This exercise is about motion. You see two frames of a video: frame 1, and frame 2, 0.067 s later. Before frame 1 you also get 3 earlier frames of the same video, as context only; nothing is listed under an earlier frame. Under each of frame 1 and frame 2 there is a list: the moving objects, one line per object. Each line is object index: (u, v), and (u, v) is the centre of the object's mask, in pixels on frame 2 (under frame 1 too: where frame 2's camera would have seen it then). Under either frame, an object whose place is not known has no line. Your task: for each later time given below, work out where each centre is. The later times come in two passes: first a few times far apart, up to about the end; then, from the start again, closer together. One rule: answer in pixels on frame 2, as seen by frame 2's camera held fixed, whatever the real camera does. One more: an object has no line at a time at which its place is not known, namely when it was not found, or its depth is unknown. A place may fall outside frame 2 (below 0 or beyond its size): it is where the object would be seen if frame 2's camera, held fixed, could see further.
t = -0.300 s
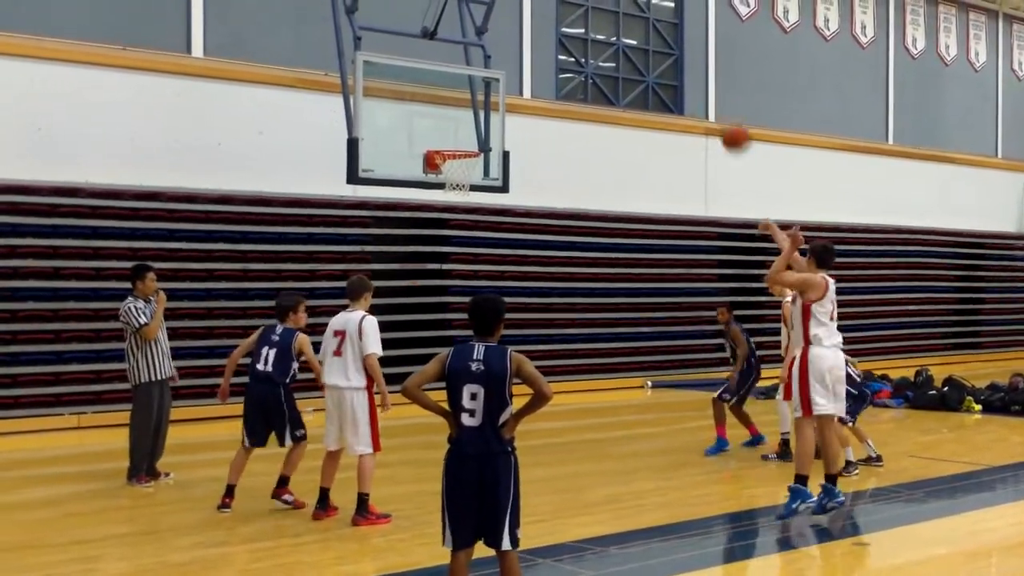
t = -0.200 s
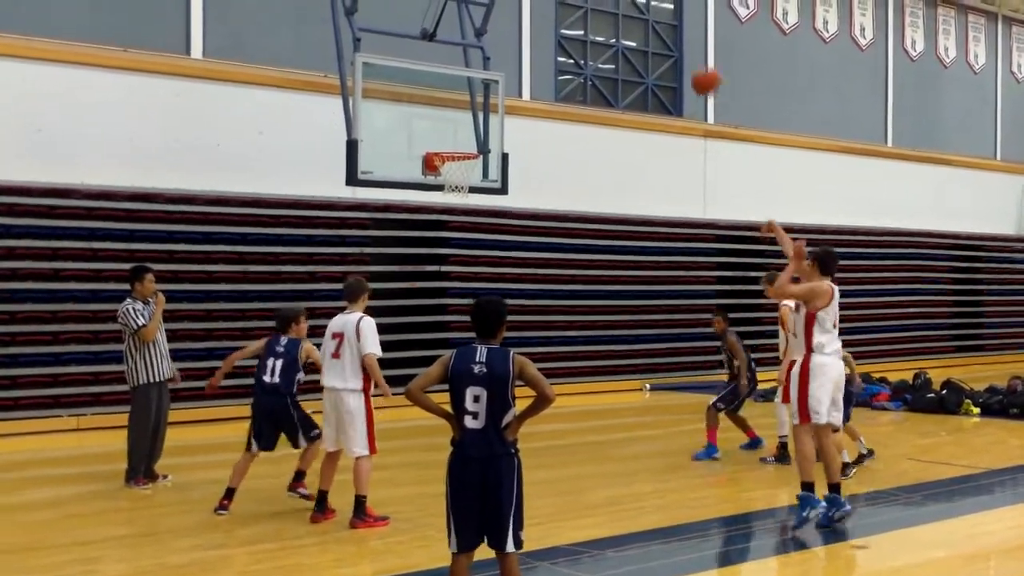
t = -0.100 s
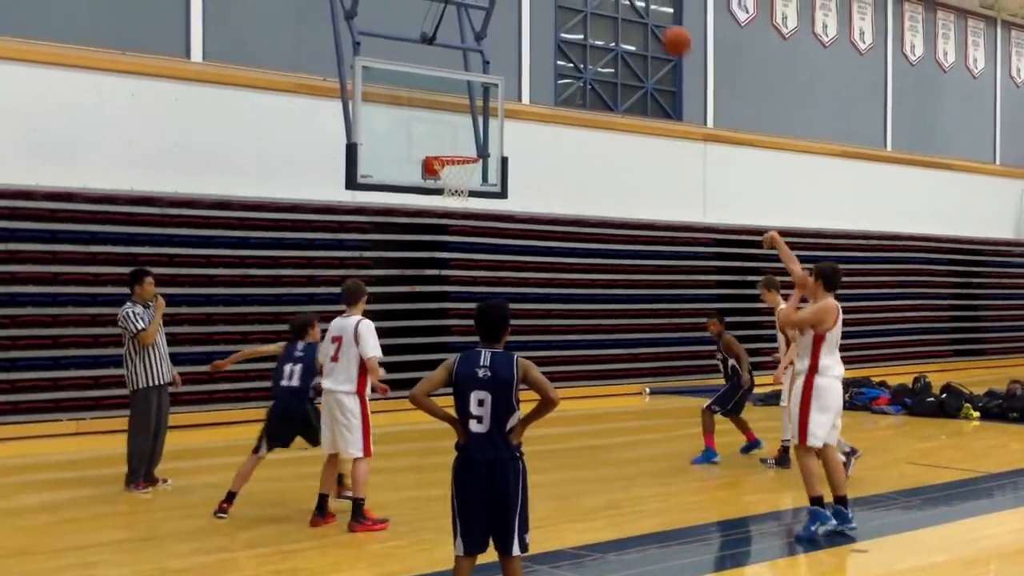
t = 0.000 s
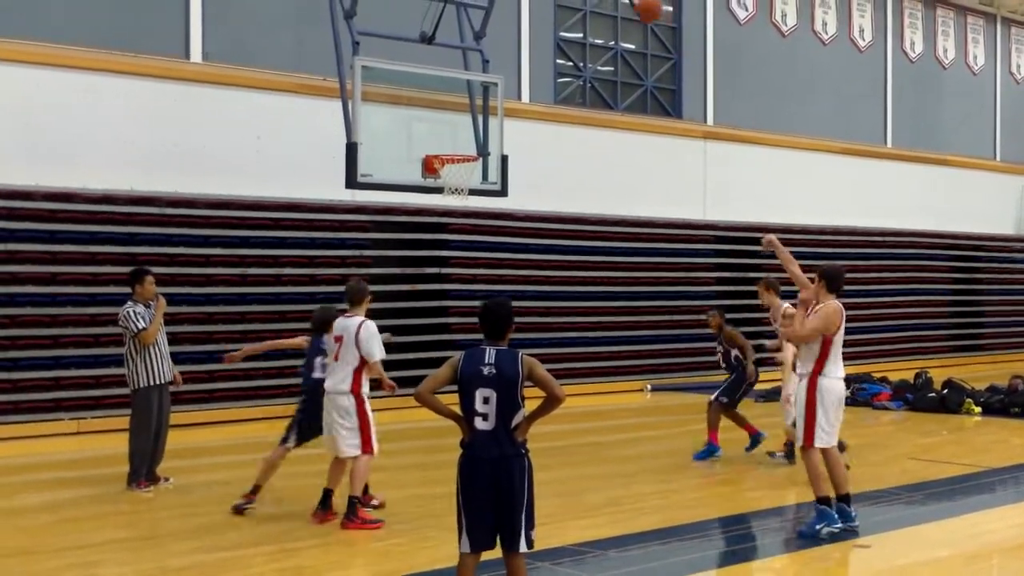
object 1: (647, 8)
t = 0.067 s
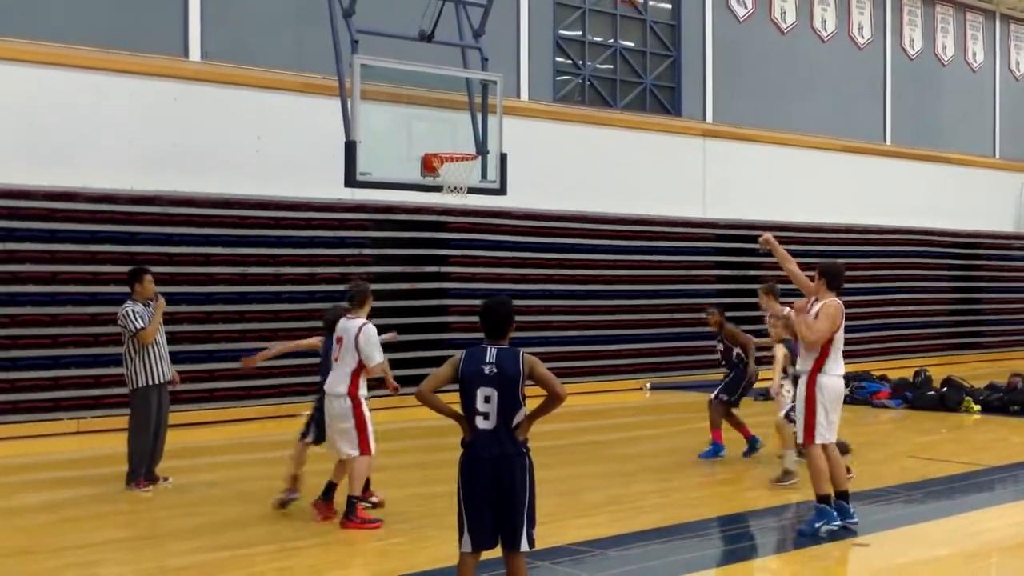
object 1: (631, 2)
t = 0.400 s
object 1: (546, 4)
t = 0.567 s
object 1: (509, 45)
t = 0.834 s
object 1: (464, 132)
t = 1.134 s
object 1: (470, 99)
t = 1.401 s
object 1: (477, 145)
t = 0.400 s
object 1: (546, 4)
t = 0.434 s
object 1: (539, 7)
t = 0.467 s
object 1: (532, 13)
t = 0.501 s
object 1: (524, 23)
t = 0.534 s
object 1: (516, 34)
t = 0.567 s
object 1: (509, 45)
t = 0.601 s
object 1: (501, 57)
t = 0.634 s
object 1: (495, 71)
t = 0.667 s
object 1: (487, 85)
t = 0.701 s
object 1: (481, 100)
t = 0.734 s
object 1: (474, 118)
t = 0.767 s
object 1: (466, 135)
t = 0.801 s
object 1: (464, 140)
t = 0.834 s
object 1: (464, 132)
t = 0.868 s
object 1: (465, 124)
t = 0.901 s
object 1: (465, 118)
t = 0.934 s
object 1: (466, 111)
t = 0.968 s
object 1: (468, 106)
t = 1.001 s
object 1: (468, 102)
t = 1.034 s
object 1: (469, 100)
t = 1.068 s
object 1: (470, 100)
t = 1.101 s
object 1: (470, 99)
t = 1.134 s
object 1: (470, 99)
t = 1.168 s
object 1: (472, 100)
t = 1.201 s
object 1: (472, 102)
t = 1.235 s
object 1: (473, 107)
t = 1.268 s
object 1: (474, 112)
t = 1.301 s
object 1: (474, 119)
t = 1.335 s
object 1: (475, 127)
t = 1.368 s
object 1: (476, 135)
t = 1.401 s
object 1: (477, 145)
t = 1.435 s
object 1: (479, 156)
